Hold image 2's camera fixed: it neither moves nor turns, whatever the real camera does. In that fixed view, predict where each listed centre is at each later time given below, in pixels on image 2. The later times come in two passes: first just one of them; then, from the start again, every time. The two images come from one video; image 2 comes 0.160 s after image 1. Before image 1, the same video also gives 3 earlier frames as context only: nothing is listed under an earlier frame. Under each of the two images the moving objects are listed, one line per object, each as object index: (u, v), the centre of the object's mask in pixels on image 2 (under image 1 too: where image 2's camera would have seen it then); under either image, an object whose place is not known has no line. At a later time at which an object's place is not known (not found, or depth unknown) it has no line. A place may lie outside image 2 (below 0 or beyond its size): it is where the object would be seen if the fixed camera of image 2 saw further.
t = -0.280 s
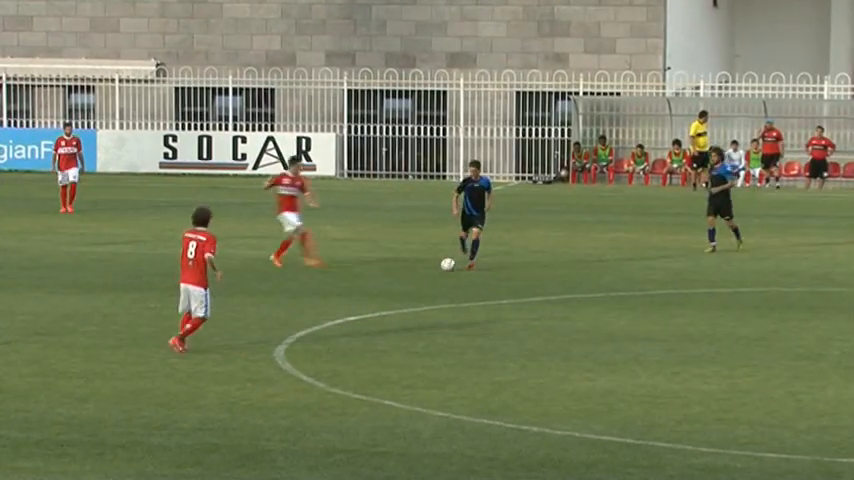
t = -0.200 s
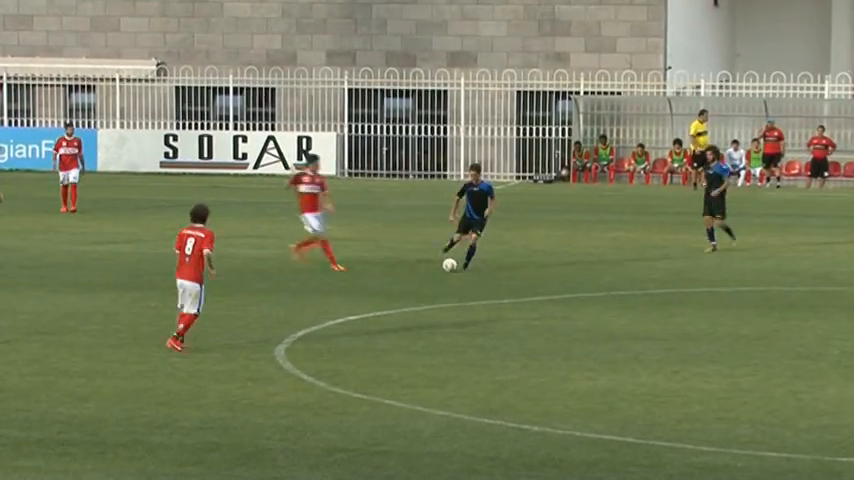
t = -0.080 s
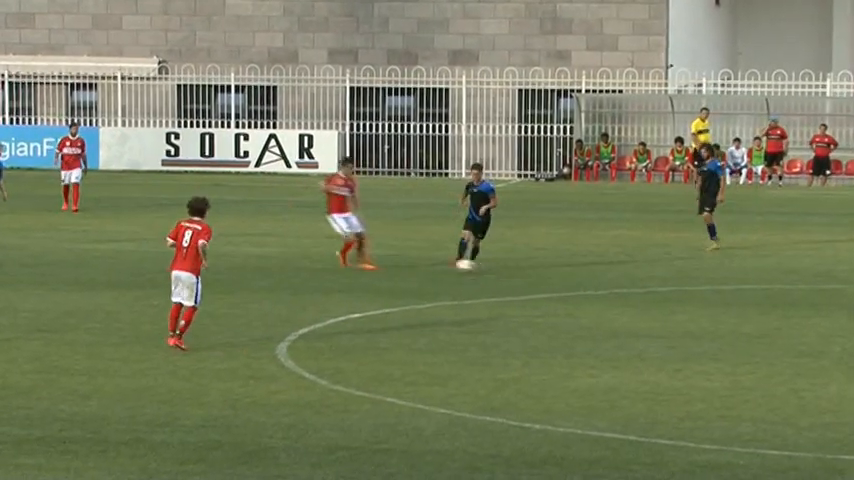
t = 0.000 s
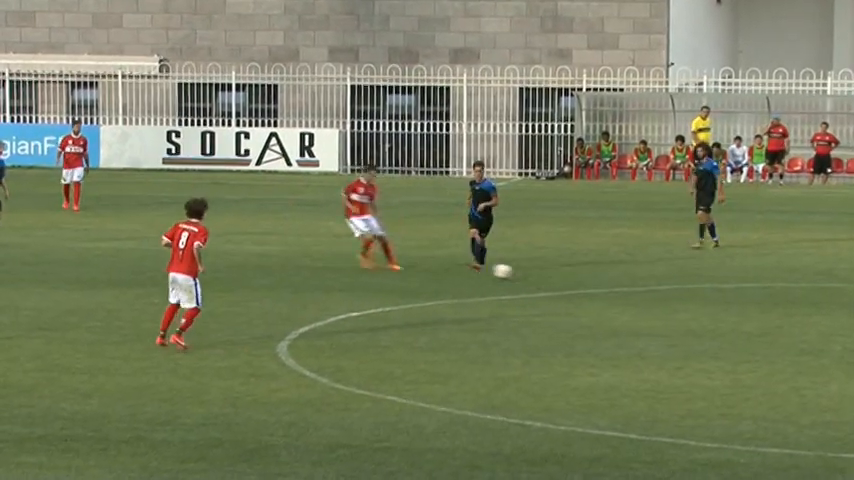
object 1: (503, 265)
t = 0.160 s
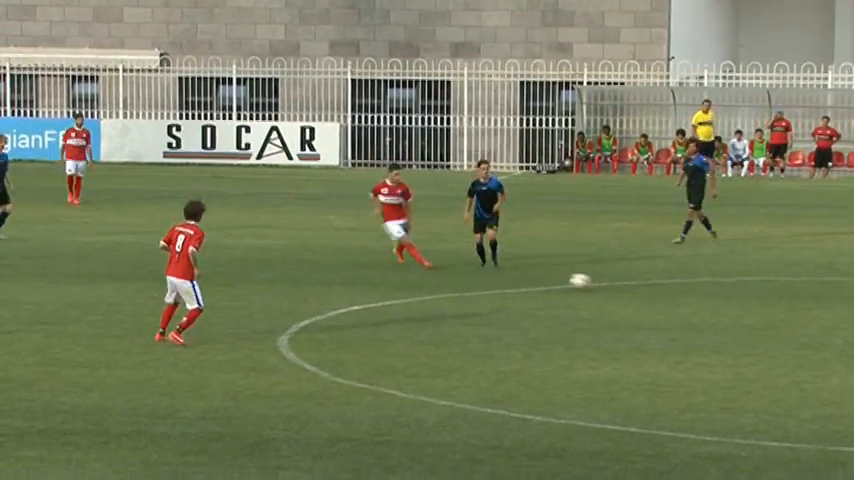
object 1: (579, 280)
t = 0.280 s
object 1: (638, 291)
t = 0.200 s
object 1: (599, 285)
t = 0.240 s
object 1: (619, 290)
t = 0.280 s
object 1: (638, 291)
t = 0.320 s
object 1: (657, 292)
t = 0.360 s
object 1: (676, 294)
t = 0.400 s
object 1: (696, 299)
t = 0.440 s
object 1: (717, 305)
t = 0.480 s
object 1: (736, 310)
